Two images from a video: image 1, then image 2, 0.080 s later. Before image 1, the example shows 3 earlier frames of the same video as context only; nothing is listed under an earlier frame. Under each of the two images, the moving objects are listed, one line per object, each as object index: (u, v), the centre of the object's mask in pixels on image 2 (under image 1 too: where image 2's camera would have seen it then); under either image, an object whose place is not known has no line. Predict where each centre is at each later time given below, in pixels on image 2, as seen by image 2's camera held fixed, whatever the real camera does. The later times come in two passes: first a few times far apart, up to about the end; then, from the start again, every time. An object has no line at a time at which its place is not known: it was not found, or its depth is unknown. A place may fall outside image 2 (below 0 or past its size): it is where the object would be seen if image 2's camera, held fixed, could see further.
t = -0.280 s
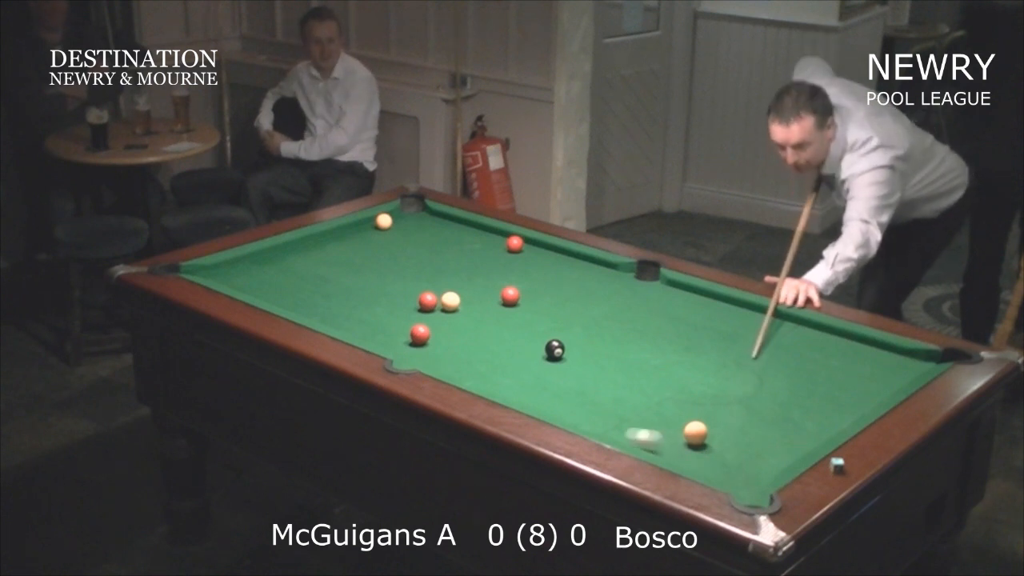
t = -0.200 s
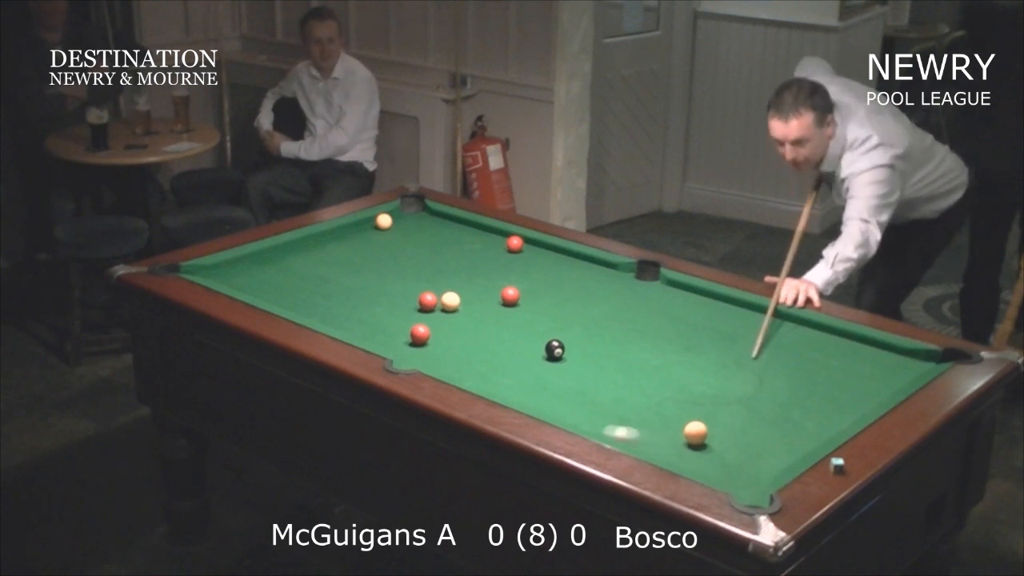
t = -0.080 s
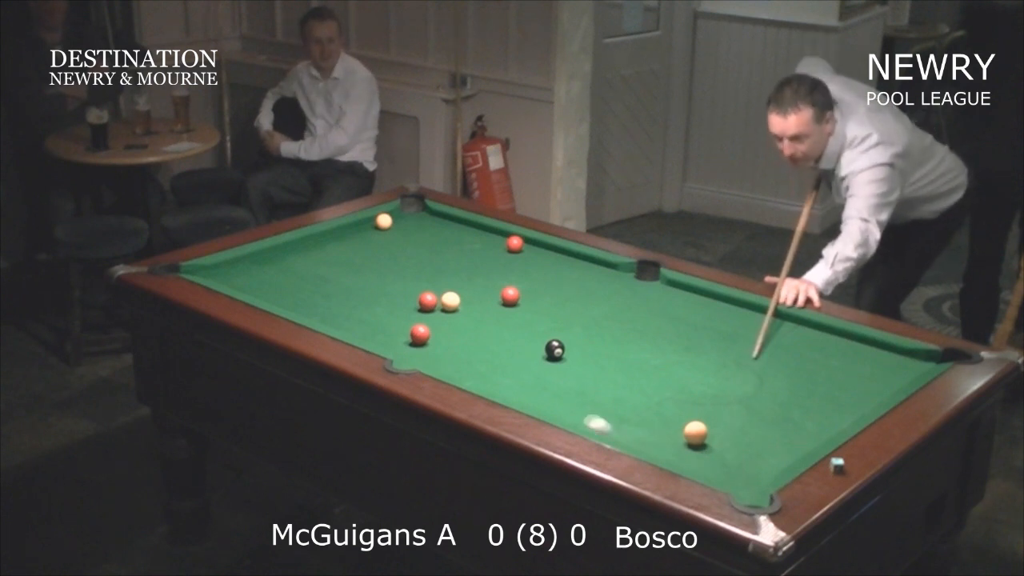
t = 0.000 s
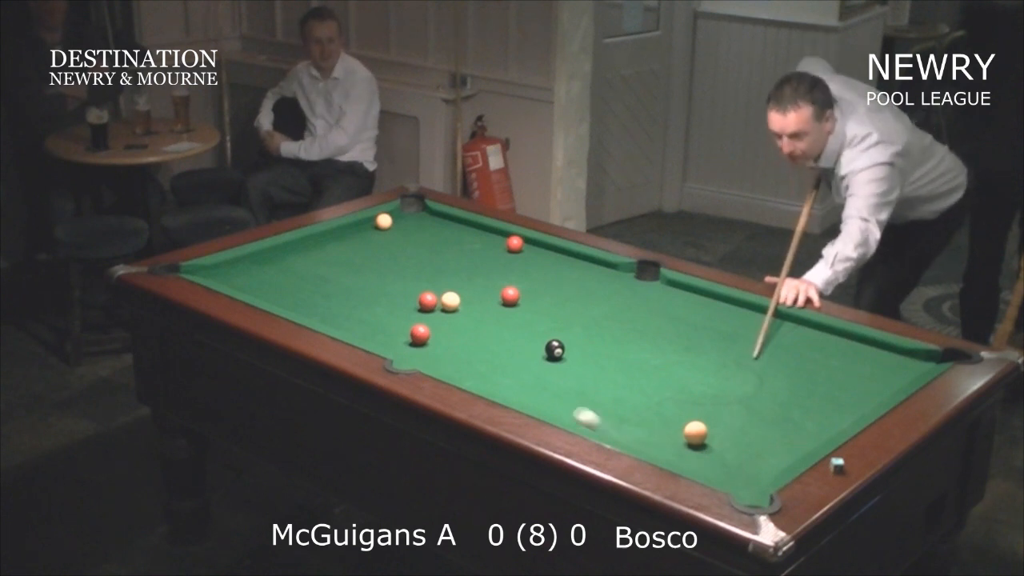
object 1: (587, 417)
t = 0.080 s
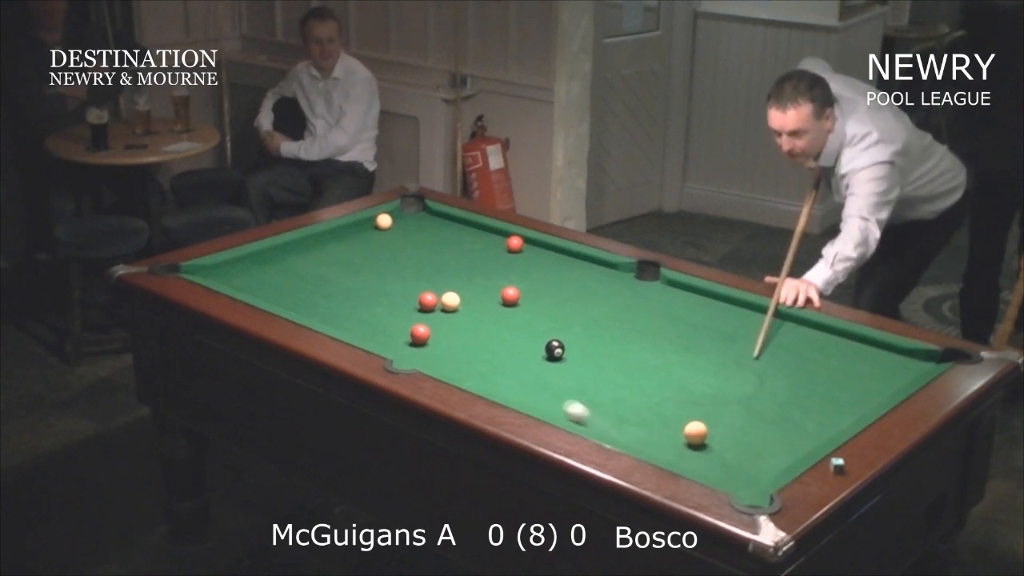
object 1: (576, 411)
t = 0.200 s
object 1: (560, 401)
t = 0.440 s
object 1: (533, 382)
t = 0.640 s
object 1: (513, 368)
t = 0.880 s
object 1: (491, 351)
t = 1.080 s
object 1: (475, 339)
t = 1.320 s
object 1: (459, 326)
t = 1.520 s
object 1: (446, 317)
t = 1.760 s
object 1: (436, 309)
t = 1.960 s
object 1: (435, 307)
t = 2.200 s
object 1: (435, 307)
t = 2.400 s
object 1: (434, 307)
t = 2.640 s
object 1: (434, 307)
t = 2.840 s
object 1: (434, 307)
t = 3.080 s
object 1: (434, 307)
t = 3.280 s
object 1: (434, 307)
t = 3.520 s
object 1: (434, 307)
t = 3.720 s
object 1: (434, 307)
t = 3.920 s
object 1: (434, 307)
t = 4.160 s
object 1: (434, 307)
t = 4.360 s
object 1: (434, 307)
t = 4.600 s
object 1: (434, 307)
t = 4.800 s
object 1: (434, 307)
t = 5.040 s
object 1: (434, 307)
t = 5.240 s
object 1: (434, 307)
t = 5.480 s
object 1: (434, 307)
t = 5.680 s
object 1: (434, 307)
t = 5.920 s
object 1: (434, 307)
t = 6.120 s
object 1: (434, 307)
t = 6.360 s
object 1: (434, 307)
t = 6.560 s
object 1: (434, 307)
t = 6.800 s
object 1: (434, 307)
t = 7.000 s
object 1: (434, 307)
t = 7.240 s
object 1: (434, 307)
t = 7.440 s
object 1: (434, 307)
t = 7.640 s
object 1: (435, 307)
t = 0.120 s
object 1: (570, 408)
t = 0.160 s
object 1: (565, 404)
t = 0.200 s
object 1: (560, 401)
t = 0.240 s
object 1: (555, 398)
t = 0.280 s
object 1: (551, 395)
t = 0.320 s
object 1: (546, 392)
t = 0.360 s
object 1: (541, 388)
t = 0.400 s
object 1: (537, 385)
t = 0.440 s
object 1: (533, 382)
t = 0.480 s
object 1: (529, 379)
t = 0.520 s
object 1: (525, 376)
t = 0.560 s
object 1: (521, 373)
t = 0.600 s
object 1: (517, 370)
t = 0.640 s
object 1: (513, 368)
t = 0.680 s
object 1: (509, 365)
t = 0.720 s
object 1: (505, 362)
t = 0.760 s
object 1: (501, 359)
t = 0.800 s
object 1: (498, 357)
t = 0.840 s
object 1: (495, 354)
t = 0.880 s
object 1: (491, 351)
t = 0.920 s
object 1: (488, 349)
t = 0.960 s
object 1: (485, 346)
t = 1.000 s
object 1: (482, 344)
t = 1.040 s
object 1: (478, 341)
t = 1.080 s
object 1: (475, 339)
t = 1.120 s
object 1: (472, 337)
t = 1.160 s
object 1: (469, 335)
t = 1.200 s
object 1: (467, 332)
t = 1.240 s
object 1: (464, 330)
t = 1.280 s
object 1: (461, 328)
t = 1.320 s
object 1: (459, 326)
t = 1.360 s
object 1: (456, 324)
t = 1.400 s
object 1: (453, 323)
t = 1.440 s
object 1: (451, 321)
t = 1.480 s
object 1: (448, 319)
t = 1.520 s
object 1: (446, 317)
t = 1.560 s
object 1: (444, 315)
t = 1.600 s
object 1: (442, 313)
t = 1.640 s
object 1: (439, 312)
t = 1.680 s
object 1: (437, 310)
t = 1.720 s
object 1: (436, 309)
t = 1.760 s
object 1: (436, 309)
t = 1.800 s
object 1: (435, 308)
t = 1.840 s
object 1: (435, 308)
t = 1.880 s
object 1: (435, 308)
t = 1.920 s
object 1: (435, 308)
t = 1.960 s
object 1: (435, 307)
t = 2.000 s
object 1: (435, 307)
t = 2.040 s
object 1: (435, 307)
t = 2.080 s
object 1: (435, 307)
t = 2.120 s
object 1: (435, 307)
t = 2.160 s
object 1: (434, 307)
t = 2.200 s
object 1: (435, 307)
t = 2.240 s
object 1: (435, 307)
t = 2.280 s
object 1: (435, 307)
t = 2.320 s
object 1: (434, 307)
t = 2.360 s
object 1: (435, 307)
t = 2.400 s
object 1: (434, 307)
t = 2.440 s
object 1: (434, 307)
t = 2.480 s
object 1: (434, 307)
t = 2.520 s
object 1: (434, 307)
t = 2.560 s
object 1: (434, 307)
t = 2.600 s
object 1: (434, 307)
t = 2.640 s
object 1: (434, 307)
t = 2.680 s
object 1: (434, 307)
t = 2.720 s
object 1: (434, 307)
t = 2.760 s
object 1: (434, 307)
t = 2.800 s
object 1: (434, 307)
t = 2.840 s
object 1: (434, 307)
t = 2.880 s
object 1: (434, 307)
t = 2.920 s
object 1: (434, 307)
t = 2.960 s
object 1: (434, 307)
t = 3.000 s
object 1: (434, 307)
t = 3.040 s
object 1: (434, 307)
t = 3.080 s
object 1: (434, 307)
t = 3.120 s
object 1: (434, 307)
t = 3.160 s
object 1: (434, 307)
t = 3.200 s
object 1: (434, 307)
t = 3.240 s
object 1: (434, 307)
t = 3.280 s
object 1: (434, 307)
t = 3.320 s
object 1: (434, 307)
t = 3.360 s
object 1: (434, 307)
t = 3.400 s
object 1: (434, 307)
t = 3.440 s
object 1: (434, 307)
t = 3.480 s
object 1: (434, 307)
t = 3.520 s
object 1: (434, 307)
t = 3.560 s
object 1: (434, 307)
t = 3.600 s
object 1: (434, 307)
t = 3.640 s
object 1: (434, 307)
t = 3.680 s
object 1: (434, 307)
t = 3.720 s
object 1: (434, 307)
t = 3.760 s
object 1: (434, 307)
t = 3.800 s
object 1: (434, 307)
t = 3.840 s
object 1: (434, 307)
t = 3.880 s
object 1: (434, 307)
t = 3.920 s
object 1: (434, 307)
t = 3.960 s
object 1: (434, 307)
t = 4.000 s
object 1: (434, 307)
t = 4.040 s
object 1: (434, 307)
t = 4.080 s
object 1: (434, 307)
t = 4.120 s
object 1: (434, 307)
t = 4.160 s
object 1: (434, 307)
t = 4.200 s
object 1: (434, 307)
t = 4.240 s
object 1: (434, 307)
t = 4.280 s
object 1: (434, 307)
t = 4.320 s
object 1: (434, 307)
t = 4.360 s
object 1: (434, 307)
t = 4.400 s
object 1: (434, 307)
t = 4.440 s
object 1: (434, 307)
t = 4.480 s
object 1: (434, 307)
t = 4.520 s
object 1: (434, 307)
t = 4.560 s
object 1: (434, 307)
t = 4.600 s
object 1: (434, 307)
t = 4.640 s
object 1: (434, 307)
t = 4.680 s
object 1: (434, 307)
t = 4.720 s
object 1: (434, 307)
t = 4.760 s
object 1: (434, 307)
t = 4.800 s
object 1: (434, 307)
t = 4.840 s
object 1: (434, 307)
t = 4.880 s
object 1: (434, 307)
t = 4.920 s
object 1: (434, 307)
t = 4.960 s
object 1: (434, 307)
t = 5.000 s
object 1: (434, 307)
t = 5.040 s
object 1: (434, 307)
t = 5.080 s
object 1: (434, 307)
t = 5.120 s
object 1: (434, 307)
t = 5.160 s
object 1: (434, 307)
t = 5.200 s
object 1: (434, 307)
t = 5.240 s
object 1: (434, 307)
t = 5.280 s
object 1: (434, 307)
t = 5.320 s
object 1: (434, 307)
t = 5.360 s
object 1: (434, 307)
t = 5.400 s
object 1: (434, 307)
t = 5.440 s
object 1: (434, 307)
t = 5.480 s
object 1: (434, 307)
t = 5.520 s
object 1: (434, 307)
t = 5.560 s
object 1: (434, 307)
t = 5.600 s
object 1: (434, 307)
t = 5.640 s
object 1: (434, 307)
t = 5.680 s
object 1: (434, 307)
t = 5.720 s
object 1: (434, 307)
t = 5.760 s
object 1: (434, 307)
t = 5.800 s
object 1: (434, 307)
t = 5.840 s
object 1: (434, 307)
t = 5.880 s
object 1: (434, 307)
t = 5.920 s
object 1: (434, 307)
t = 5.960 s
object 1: (434, 307)
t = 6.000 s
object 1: (434, 307)
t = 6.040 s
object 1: (434, 307)
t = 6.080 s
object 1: (434, 307)
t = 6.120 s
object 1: (434, 307)
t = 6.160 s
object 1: (434, 307)
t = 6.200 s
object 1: (434, 307)
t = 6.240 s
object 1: (434, 307)
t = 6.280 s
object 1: (434, 307)
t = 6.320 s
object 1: (434, 307)
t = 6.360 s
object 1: (434, 307)
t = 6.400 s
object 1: (434, 307)
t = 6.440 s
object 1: (434, 307)
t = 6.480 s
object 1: (434, 307)
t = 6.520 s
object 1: (434, 307)
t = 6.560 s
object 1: (434, 307)
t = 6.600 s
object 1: (434, 307)
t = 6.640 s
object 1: (434, 307)
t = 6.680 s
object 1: (434, 307)
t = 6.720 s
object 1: (434, 307)
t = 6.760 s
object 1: (434, 307)
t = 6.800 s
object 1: (434, 307)
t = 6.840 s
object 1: (434, 307)
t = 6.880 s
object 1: (434, 307)
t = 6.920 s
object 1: (434, 307)
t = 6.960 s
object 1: (434, 307)
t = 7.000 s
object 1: (434, 307)
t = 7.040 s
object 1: (434, 307)
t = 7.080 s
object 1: (434, 307)
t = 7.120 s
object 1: (434, 307)
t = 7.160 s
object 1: (434, 307)
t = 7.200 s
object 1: (434, 307)
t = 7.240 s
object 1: (434, 307)
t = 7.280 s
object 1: (434, 307)
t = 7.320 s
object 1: (434, 307)
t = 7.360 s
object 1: (434, 307)
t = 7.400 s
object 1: (434, 307)
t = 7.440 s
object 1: (434, 307)
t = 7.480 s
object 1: (434, 307)
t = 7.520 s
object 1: (434, 307)
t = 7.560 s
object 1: (435, 307)
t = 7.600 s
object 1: (434, 307)
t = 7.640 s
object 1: (435, 307)
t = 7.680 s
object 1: (435, 307)
